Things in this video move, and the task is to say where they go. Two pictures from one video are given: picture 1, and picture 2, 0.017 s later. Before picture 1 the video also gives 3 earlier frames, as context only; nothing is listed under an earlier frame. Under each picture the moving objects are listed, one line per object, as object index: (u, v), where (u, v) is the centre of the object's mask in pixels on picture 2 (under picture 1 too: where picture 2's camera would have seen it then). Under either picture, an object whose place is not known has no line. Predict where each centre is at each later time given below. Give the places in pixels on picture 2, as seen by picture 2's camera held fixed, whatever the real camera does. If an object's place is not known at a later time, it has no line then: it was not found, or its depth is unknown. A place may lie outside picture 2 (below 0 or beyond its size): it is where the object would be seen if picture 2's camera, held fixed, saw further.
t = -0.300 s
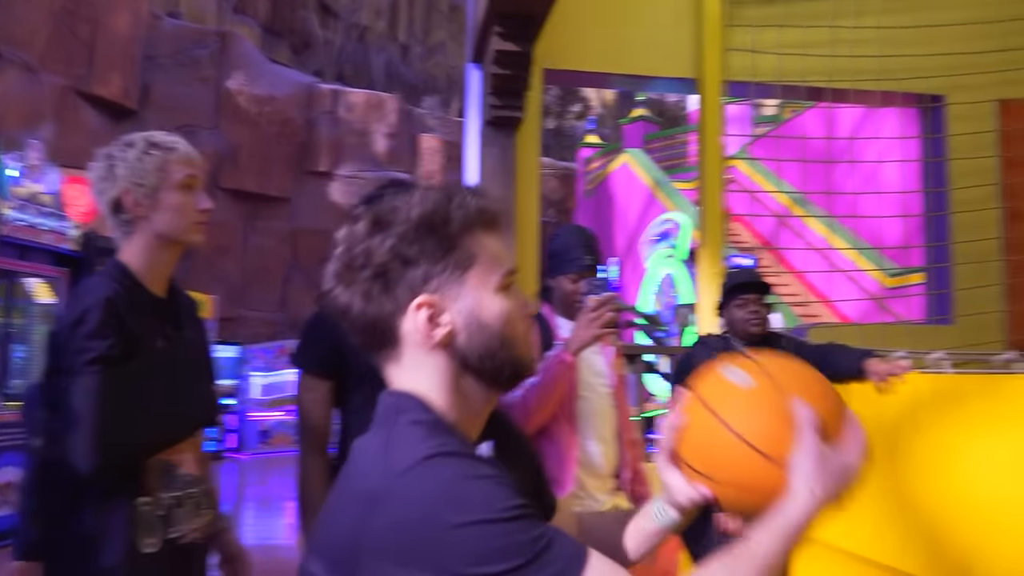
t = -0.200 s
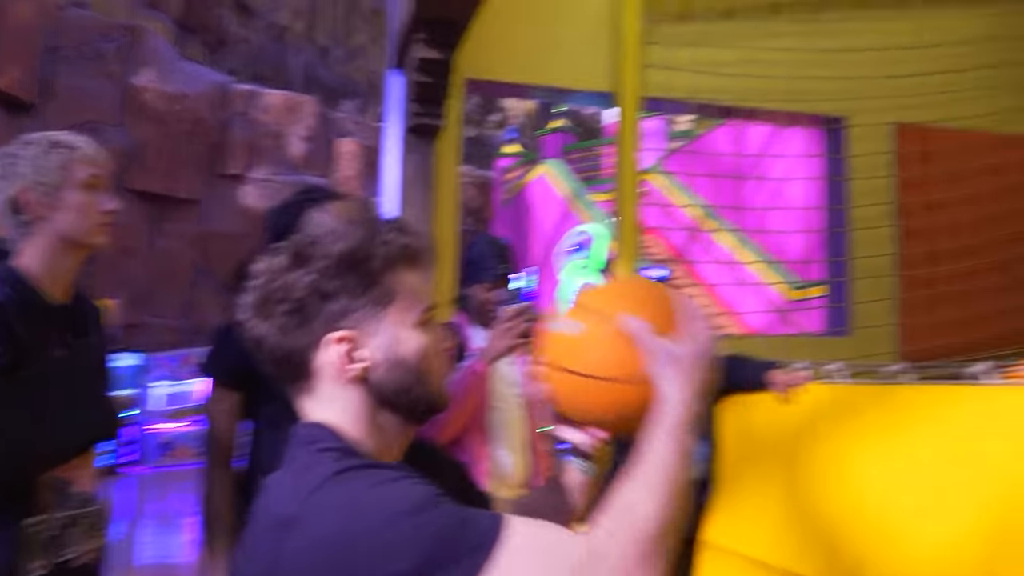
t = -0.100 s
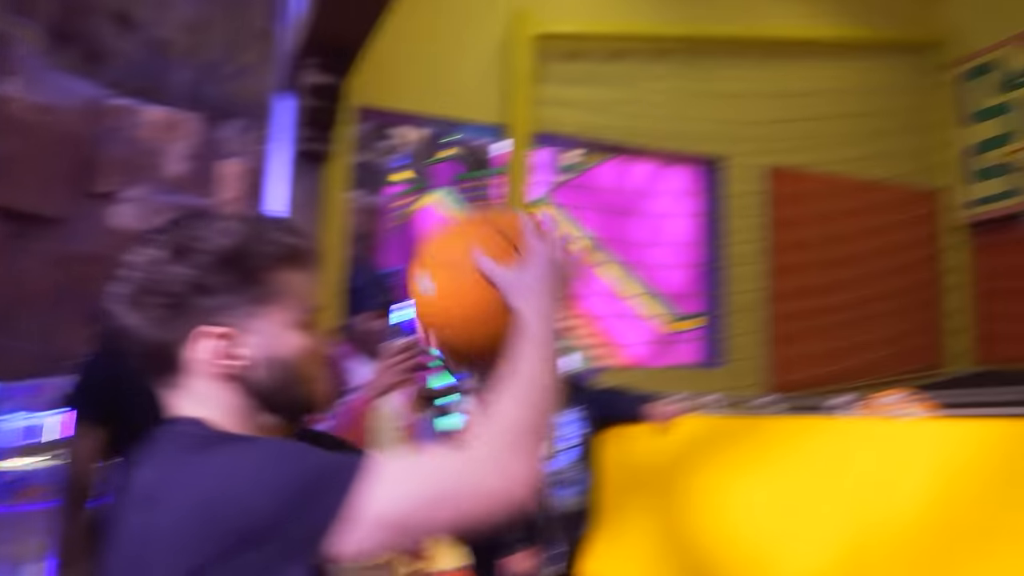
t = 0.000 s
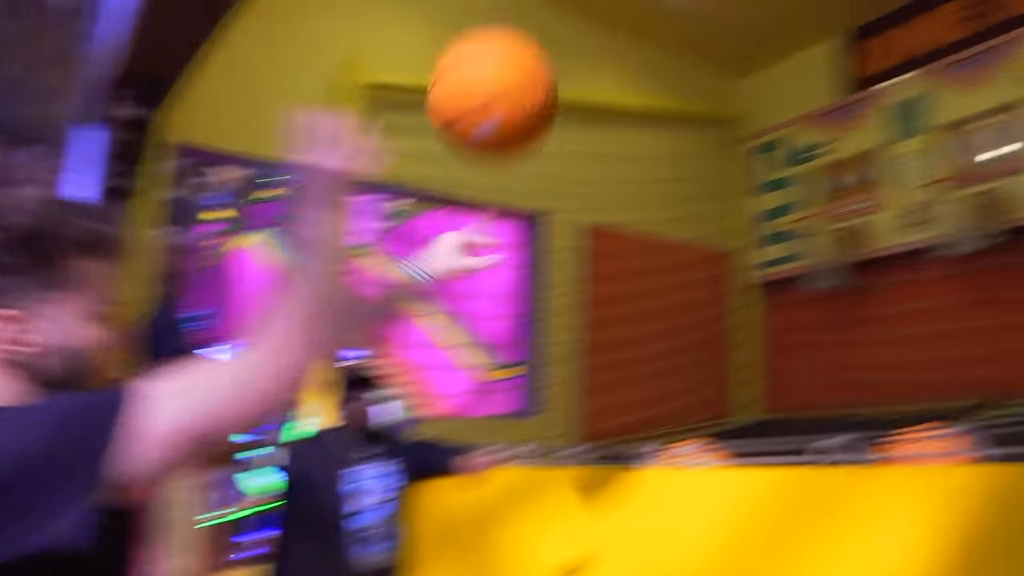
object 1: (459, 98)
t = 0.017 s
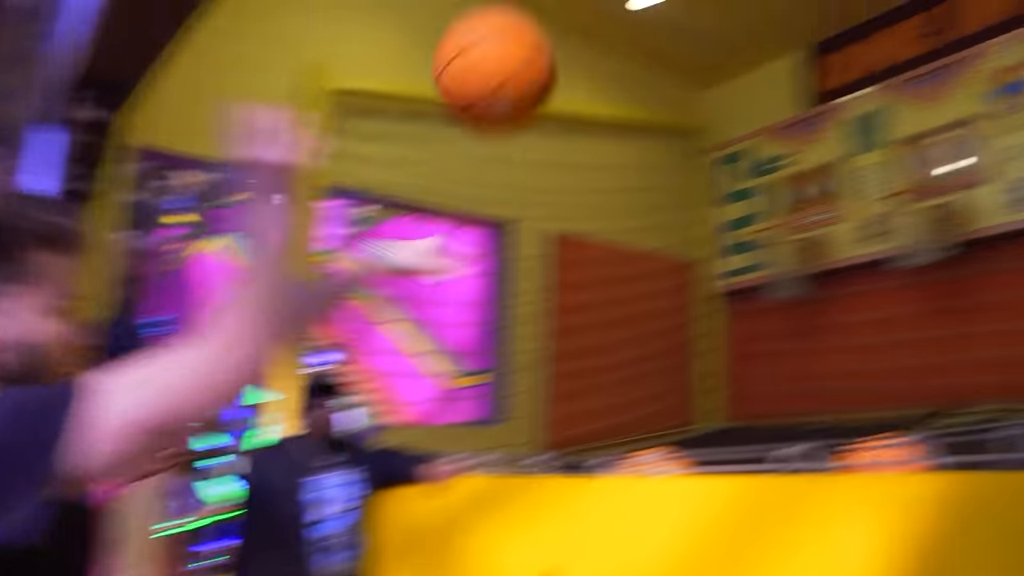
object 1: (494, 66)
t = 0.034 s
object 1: (526, 40)
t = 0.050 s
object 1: (554, 21)
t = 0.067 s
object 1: (580, 5)
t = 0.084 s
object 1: (605, -10)
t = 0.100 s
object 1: (629, -24)
